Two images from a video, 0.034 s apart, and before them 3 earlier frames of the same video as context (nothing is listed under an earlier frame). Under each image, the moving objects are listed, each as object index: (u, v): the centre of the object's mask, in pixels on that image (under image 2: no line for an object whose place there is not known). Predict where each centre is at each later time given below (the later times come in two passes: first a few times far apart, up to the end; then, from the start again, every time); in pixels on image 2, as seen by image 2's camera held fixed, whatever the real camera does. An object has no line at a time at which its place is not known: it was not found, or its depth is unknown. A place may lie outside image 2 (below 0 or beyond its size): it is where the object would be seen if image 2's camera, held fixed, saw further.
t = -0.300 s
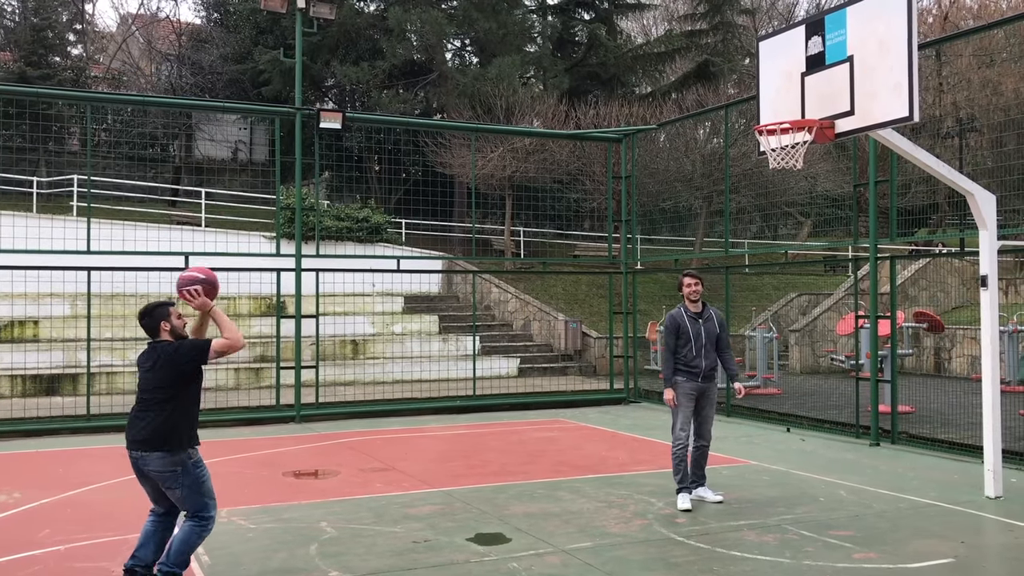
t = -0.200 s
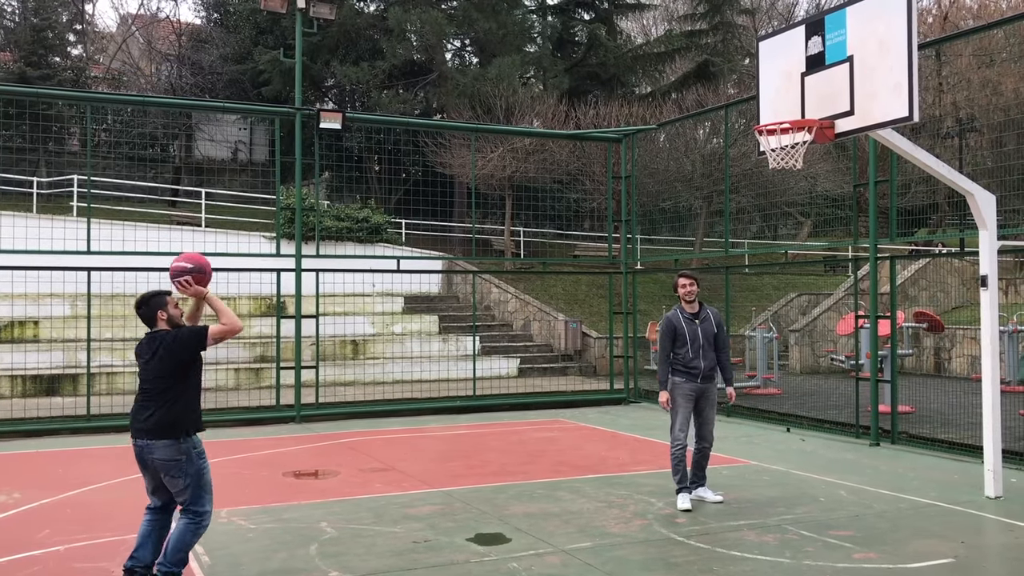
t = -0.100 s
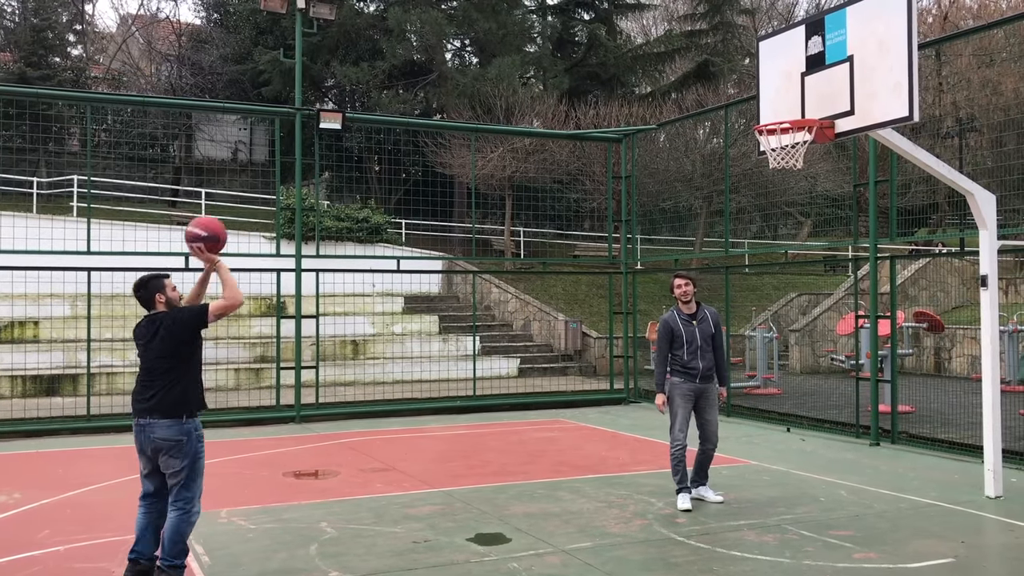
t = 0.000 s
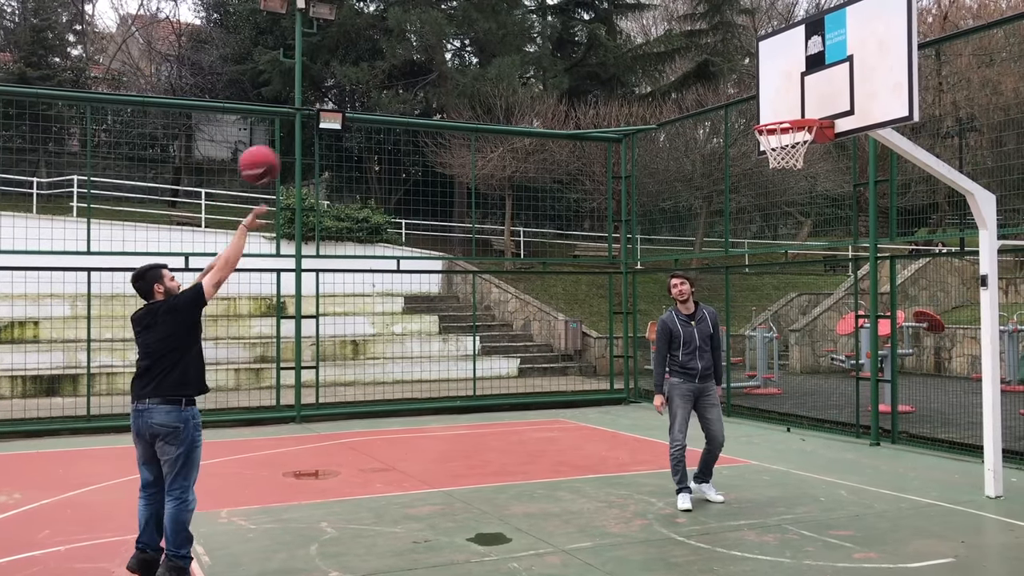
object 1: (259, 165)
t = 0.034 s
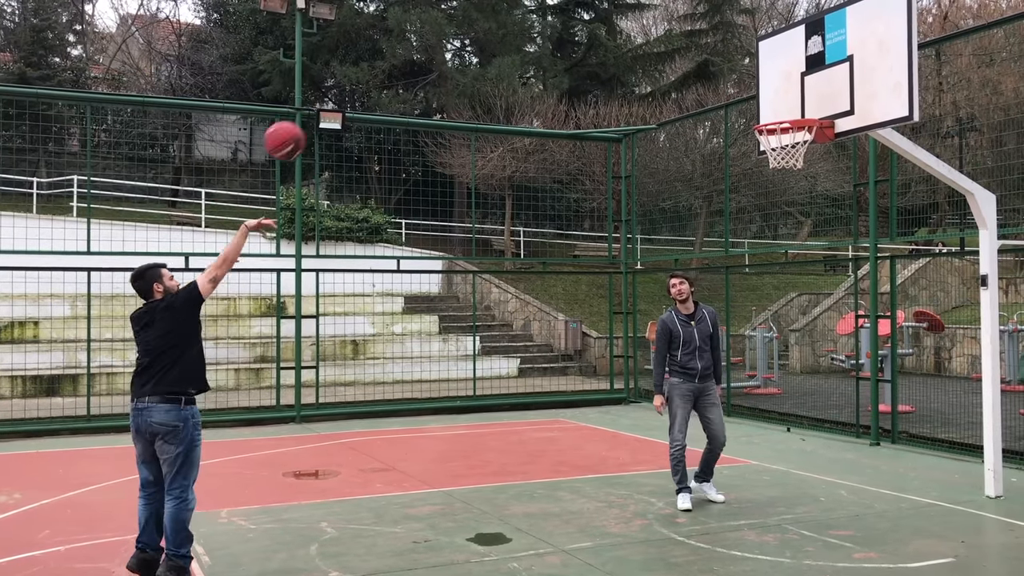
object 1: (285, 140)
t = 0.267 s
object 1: (444, 28)
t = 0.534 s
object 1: (601, 11)
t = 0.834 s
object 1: (753, 90)
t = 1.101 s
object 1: (795, 111)
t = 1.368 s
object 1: (766, 108)
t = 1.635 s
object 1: (773, 110)
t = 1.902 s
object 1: (805, 141)
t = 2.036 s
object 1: (808, 163)
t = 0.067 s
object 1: (308, 119)
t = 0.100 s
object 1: (333, 98)
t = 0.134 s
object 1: (356, 81)
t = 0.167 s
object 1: (379, 65)
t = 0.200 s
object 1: (402, 51)
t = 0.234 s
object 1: (423, 39)
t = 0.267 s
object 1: (444, 28)
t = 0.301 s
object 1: (465, 20)
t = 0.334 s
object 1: (486, 15)
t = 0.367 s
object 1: (507, 12)
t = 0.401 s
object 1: (526, 10)
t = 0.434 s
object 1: (545, 9)
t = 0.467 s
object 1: (564, 9)
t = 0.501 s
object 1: (582, 9)
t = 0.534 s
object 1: (601, 11)
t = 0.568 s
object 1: (619, 13)
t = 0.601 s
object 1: (636, 16)
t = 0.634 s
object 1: (654, 23)
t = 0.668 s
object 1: (671, 31)
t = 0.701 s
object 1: (688, 40)
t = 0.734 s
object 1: (705, 51)
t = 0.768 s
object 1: (721, 63)
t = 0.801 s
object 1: (737, 76)
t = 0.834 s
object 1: (753, 90)
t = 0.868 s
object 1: (768, 106)
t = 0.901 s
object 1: (777, 109)
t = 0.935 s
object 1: (784, 107)
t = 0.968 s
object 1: (790, 108)
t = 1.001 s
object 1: (799, 107)
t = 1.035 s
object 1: (800, 109)
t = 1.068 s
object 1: (797, 111)
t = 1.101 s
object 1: (795, 111)
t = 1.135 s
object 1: (790, 108)
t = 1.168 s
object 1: (785, 107)
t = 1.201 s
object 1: (780, 107)
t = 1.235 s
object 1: (775, 109)
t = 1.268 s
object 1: (770, 112)
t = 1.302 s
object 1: (767, 112)
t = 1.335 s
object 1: (766, 109)
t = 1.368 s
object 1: (766, 108)
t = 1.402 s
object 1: (765, 107)
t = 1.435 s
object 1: (765, 108)
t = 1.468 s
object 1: (764, 109)
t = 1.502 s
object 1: (763, 111)
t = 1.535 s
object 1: (765, 112)
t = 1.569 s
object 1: (767, 111)
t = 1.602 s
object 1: (770, 110)
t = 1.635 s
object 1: (773, 110)
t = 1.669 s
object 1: (776, 111)
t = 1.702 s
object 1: (779, 112)
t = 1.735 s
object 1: (783, 112)
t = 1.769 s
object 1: (788, 114)
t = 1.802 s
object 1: (791, 125)
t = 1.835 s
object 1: (794, 132)
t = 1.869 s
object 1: (802, 137)
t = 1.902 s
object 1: (805, 141)
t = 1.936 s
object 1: (806, 147)
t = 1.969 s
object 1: (806, 153)
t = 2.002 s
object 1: (807, 160)
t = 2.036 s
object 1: (808, 163)
